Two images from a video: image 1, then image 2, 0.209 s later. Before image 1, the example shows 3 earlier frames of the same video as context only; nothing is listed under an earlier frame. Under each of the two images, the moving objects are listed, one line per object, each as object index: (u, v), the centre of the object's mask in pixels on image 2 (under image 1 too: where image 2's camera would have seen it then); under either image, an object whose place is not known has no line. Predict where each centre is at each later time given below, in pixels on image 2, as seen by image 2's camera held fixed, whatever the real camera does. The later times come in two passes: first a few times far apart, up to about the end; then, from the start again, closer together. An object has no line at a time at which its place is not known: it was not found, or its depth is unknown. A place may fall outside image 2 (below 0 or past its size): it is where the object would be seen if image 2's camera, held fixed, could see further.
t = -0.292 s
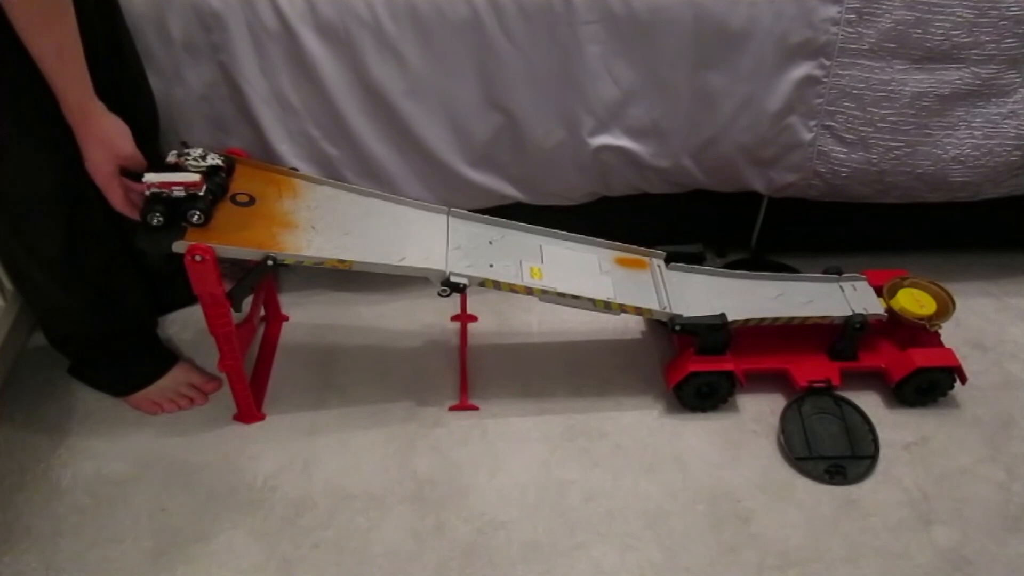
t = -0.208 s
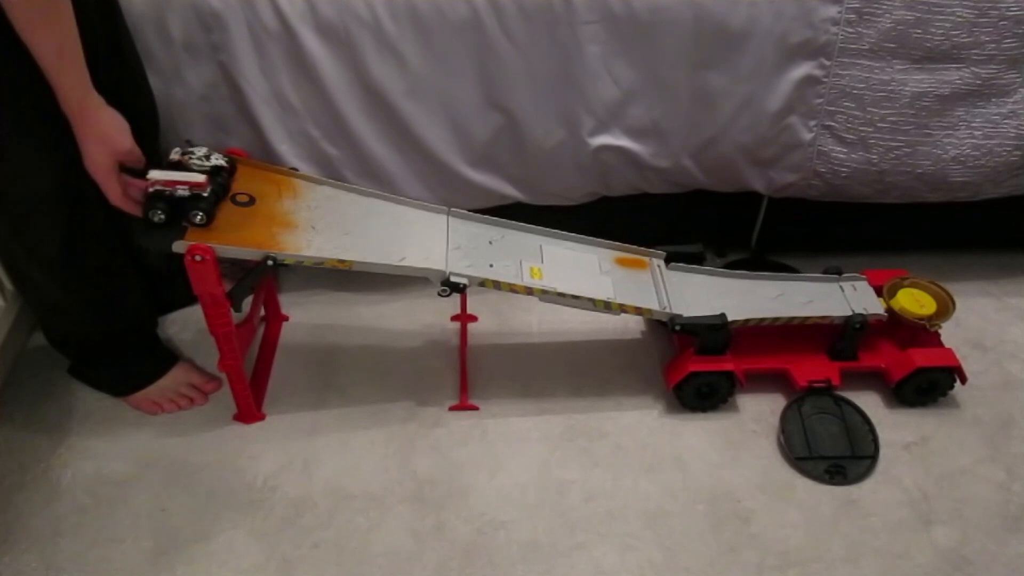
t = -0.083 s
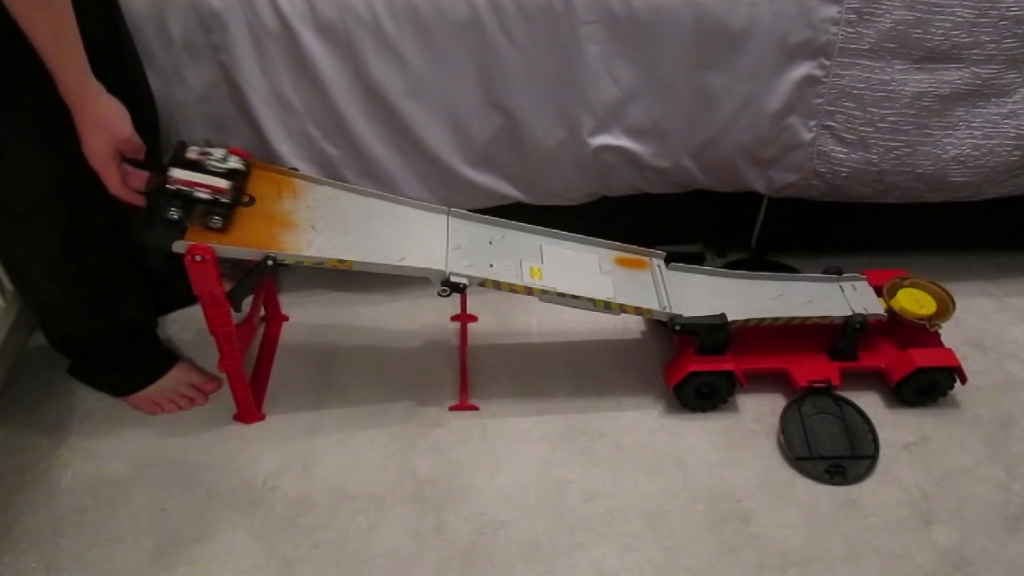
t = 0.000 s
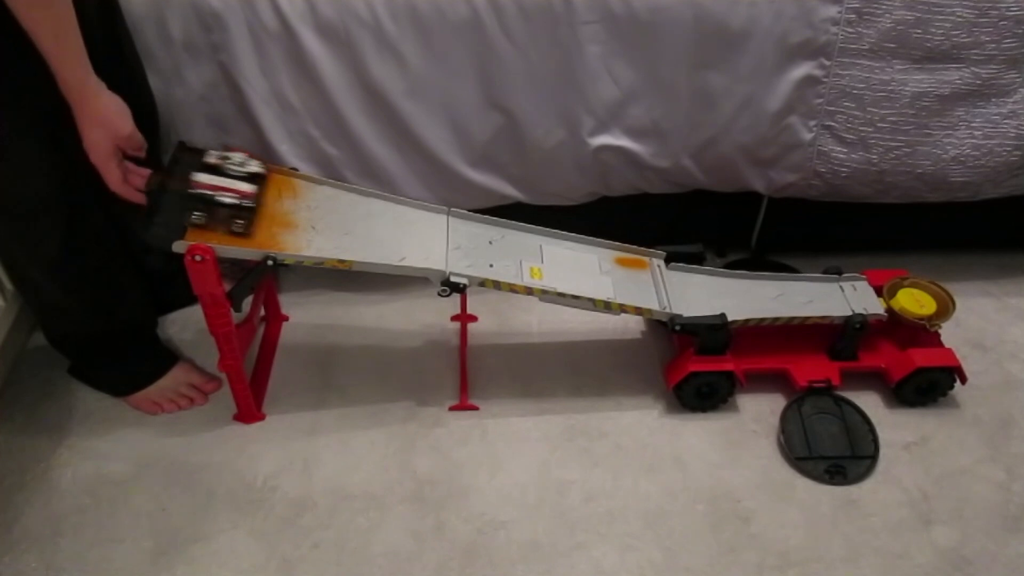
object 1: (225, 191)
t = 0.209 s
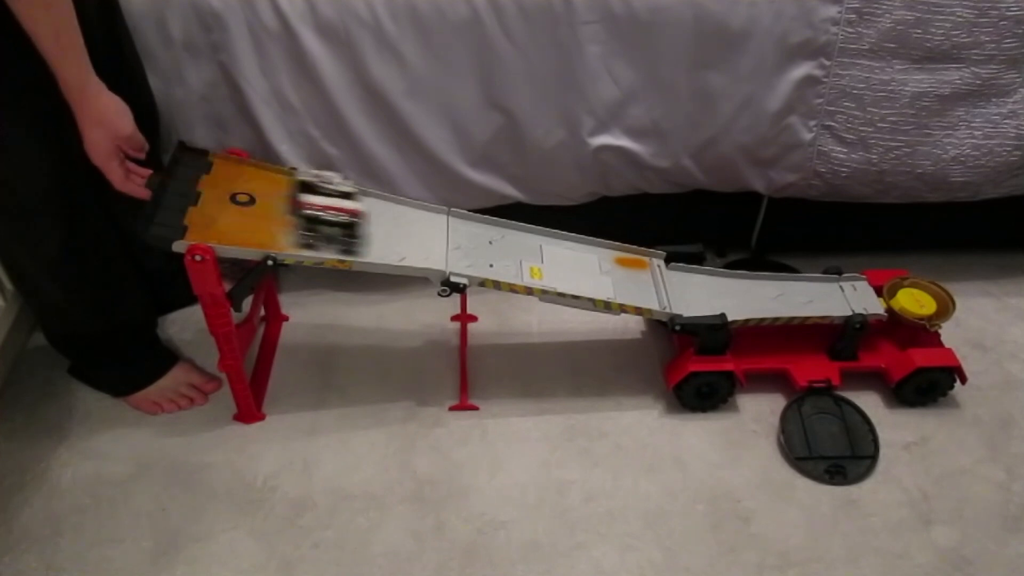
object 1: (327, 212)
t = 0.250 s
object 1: (348, 216)
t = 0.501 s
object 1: (495, 240)
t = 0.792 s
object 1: (679, 251)
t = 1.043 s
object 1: (815, 269)
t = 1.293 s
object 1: (921, 320)
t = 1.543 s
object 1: (920, 330)
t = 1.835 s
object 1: (918, 328)
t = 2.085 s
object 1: (918, 328)
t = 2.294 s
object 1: (918, 327)
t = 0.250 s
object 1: (348, 216)
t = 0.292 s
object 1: (371, 219)
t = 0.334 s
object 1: (393, 223)
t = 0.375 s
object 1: (417, 225)
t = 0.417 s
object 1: (442, 230)
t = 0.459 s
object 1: (467, 235)
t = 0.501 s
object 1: (495, 240)
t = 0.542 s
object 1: (520, 244)
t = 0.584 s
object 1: (546, 248)
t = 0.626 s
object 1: (572, 252)
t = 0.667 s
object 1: (599, 256)
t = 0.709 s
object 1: (627, 258)
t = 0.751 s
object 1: (654, 255)
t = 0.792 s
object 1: (679, 251)
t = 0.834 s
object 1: (708, 253)
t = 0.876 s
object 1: (735, 265)
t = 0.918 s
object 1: (764, 270)
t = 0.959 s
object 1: (780, 275)
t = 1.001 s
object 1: (807, 273)
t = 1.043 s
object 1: (815, 269)
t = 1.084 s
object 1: (880, 291)
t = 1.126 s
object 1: (895, 292)
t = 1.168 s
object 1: (908, 298)
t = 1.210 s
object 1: (916, 304)
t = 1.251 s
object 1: (917, 306)
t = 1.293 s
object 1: (921, 320)
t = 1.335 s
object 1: (923, 328)
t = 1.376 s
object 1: (924, 330)
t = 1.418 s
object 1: (922, 330)
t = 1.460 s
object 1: (922, 330)
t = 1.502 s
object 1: (920, 330)
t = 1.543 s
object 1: (920, 330)
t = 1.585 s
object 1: (919, 329)
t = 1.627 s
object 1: (918, 329)
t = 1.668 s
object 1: (917, 328)
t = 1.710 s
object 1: (918, 328)
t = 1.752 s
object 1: (918, 328)
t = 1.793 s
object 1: (918, 328)
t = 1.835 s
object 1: (918, 328)
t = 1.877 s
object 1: (918, 328)
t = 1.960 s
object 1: (918, 328)
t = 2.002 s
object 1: (918, 328)
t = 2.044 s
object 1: (918, 328)
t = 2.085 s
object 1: (918, 328)
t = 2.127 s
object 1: (918, 327)
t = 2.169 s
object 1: (918, 328)
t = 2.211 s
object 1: (918, 327)
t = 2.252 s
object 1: (918, 327)
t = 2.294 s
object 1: (918, 327)
